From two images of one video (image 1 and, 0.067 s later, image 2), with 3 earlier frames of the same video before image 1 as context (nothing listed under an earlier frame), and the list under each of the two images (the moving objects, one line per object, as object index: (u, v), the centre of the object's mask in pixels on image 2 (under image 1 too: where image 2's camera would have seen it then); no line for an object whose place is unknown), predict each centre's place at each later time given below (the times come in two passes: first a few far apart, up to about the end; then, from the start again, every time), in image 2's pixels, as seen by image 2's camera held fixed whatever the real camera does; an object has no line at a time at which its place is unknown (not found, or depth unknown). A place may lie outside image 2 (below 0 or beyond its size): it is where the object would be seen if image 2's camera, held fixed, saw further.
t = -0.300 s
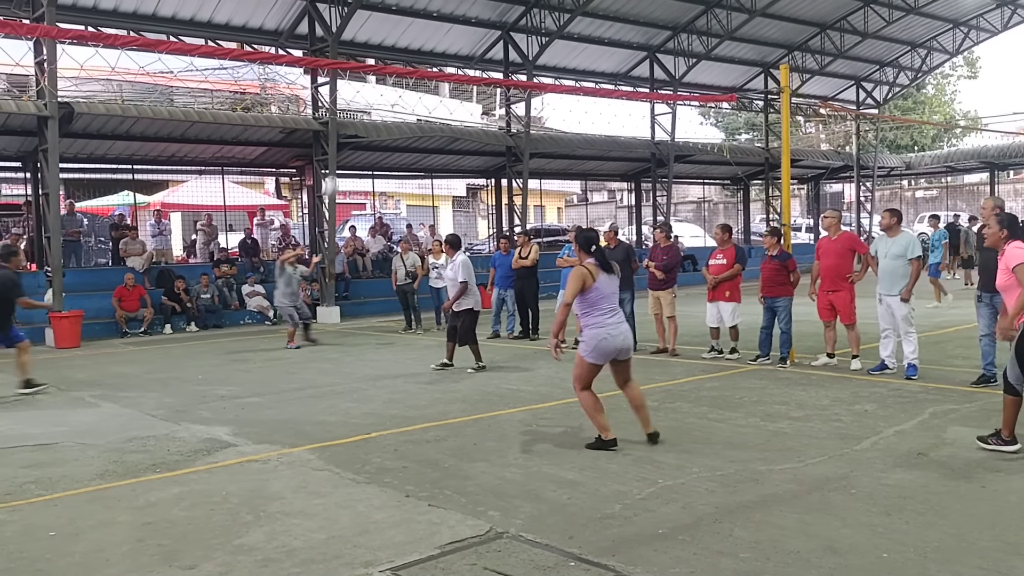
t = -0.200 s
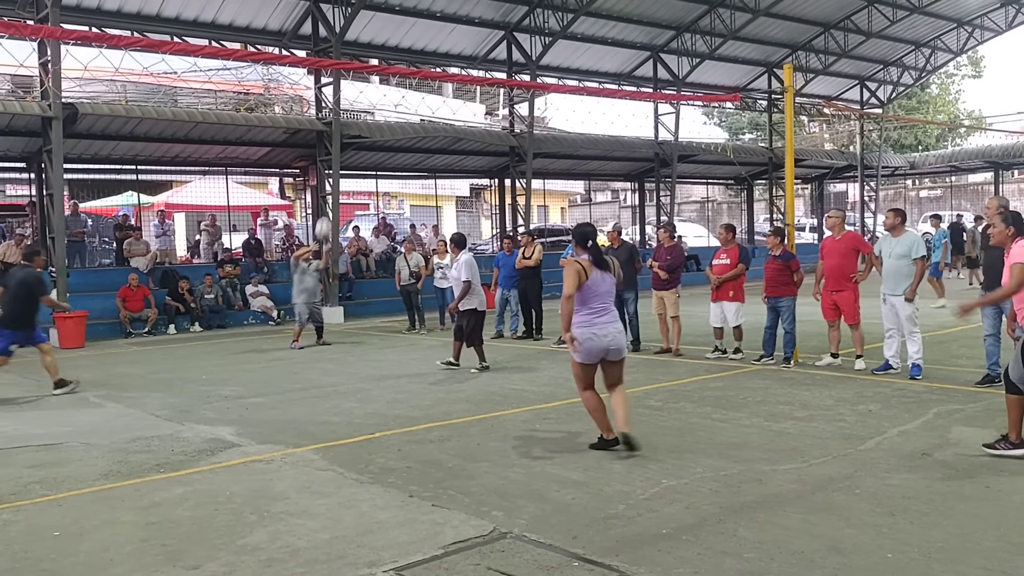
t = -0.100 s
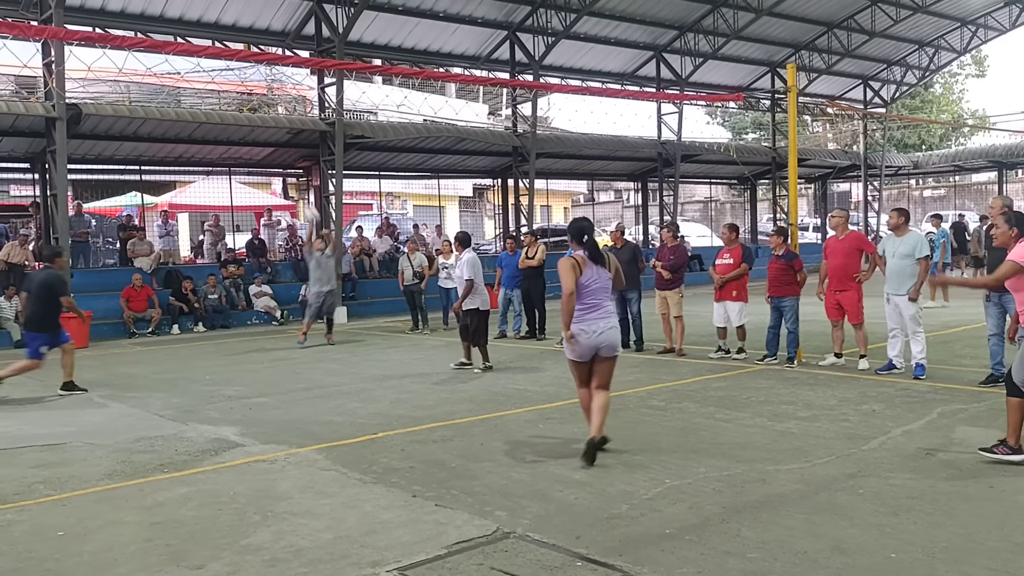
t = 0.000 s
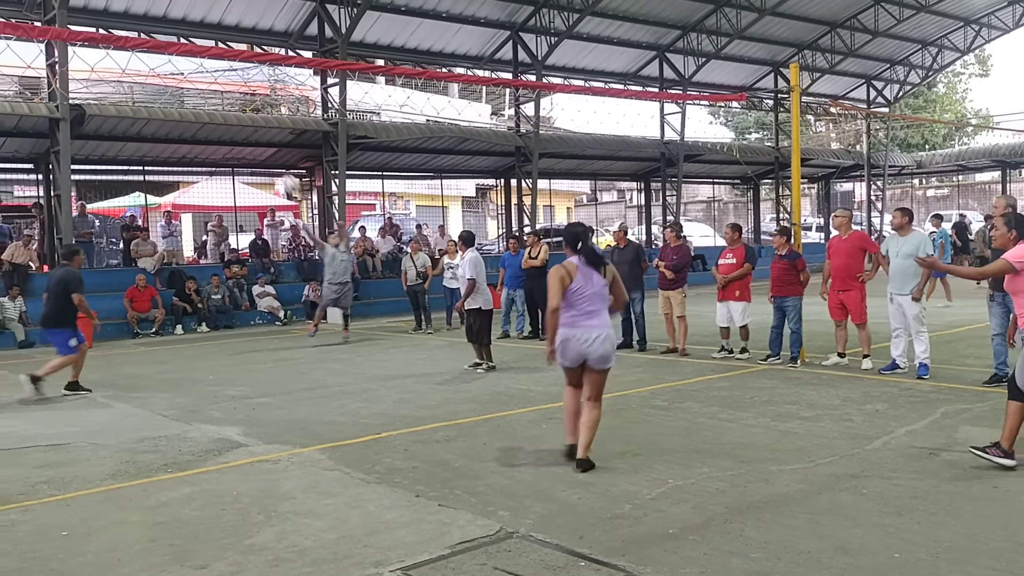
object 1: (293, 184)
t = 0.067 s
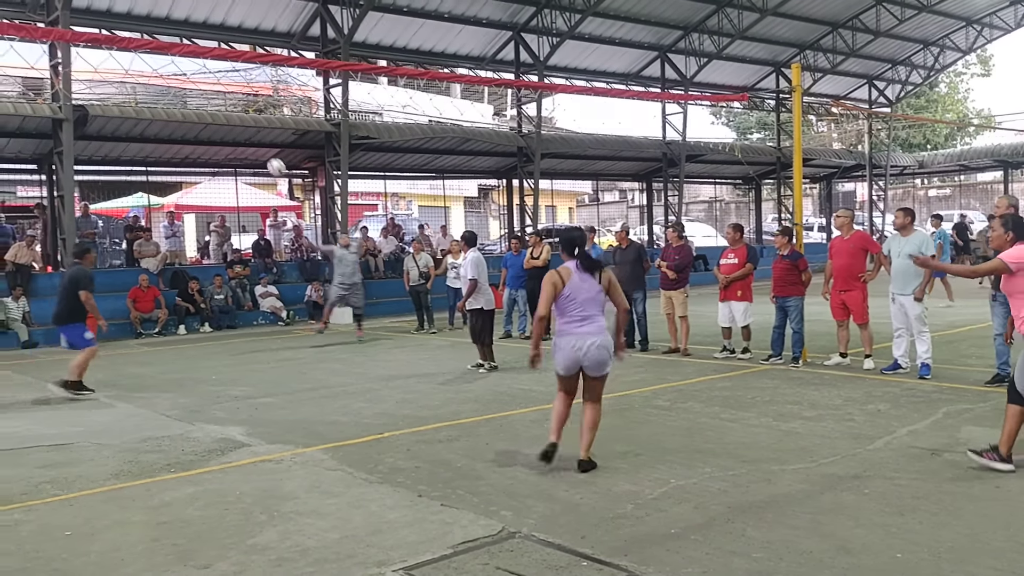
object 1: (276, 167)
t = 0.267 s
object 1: (226, 132)
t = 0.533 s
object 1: (156, 129)
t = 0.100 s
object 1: (268, 160)
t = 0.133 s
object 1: (260, 153)
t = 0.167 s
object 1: (251, 146)
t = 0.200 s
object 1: (243, 141)
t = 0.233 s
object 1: (235, 136)
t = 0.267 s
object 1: (226, 132)
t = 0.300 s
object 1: (217, 129)
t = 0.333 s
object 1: (209, 127)
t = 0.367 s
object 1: (200, 125)
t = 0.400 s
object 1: (191, 124)
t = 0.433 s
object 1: (183, 124)
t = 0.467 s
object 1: (174, 124)
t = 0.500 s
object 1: (165, 126)
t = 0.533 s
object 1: (156, 129)
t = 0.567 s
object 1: (147, 132)
